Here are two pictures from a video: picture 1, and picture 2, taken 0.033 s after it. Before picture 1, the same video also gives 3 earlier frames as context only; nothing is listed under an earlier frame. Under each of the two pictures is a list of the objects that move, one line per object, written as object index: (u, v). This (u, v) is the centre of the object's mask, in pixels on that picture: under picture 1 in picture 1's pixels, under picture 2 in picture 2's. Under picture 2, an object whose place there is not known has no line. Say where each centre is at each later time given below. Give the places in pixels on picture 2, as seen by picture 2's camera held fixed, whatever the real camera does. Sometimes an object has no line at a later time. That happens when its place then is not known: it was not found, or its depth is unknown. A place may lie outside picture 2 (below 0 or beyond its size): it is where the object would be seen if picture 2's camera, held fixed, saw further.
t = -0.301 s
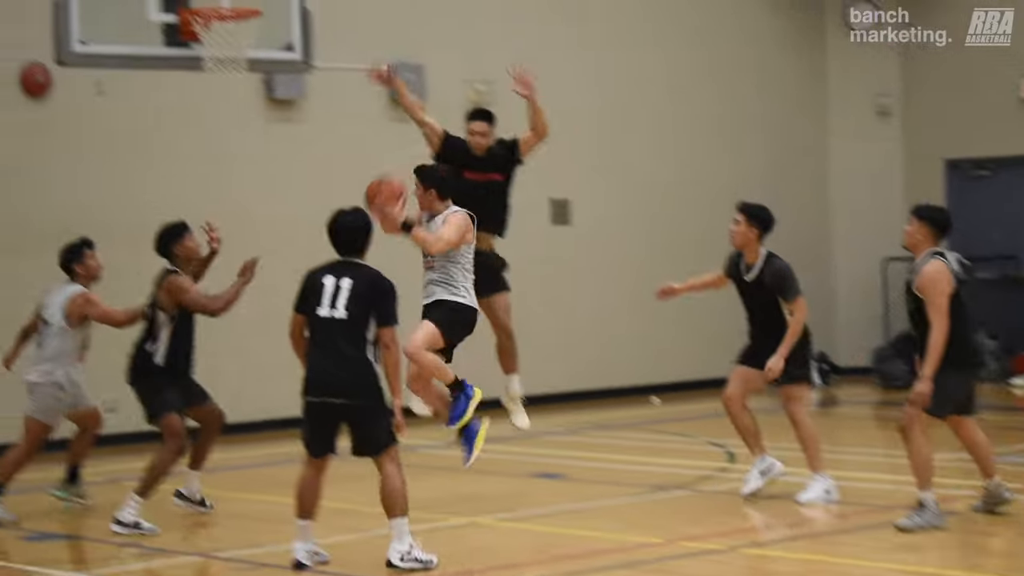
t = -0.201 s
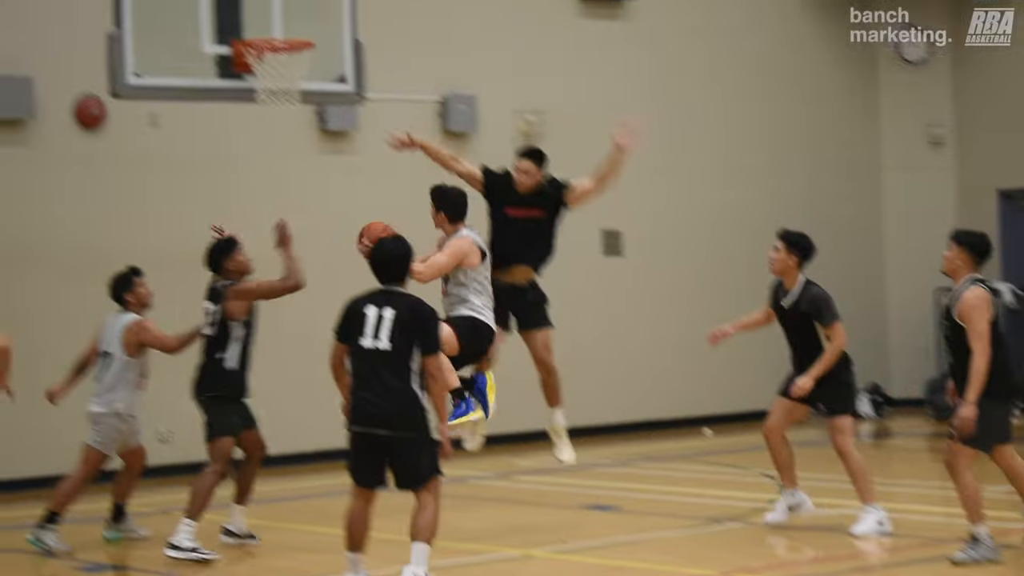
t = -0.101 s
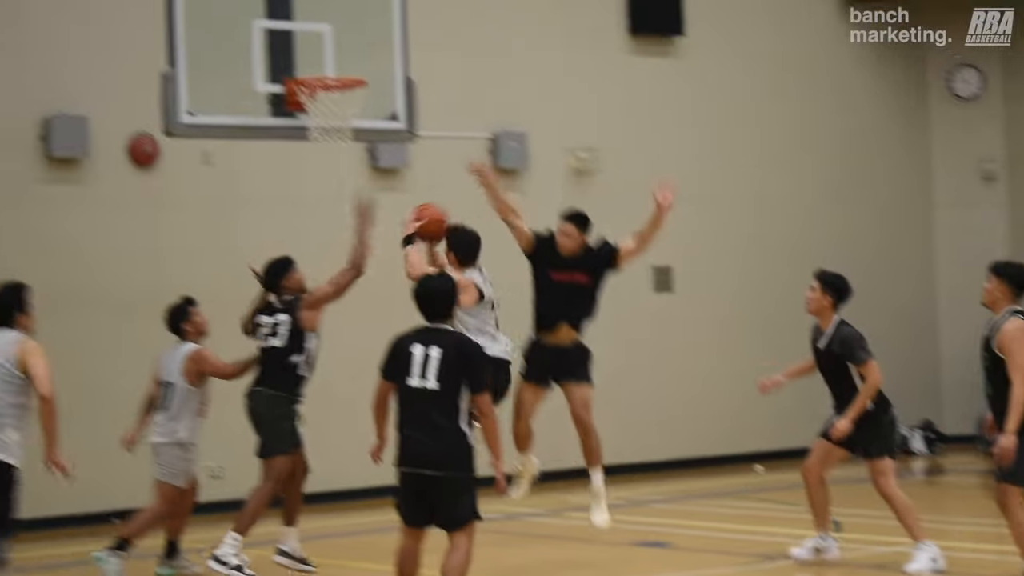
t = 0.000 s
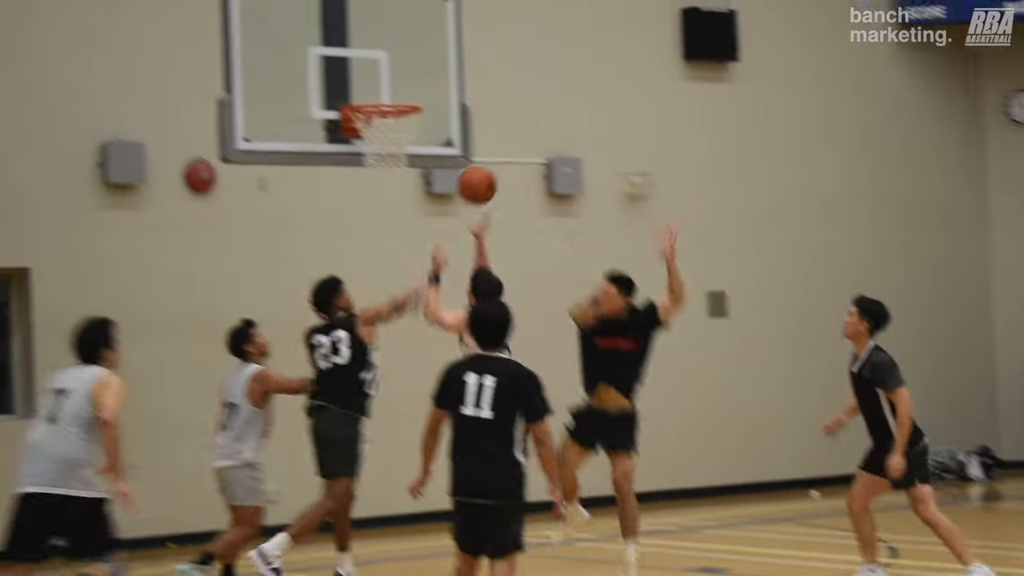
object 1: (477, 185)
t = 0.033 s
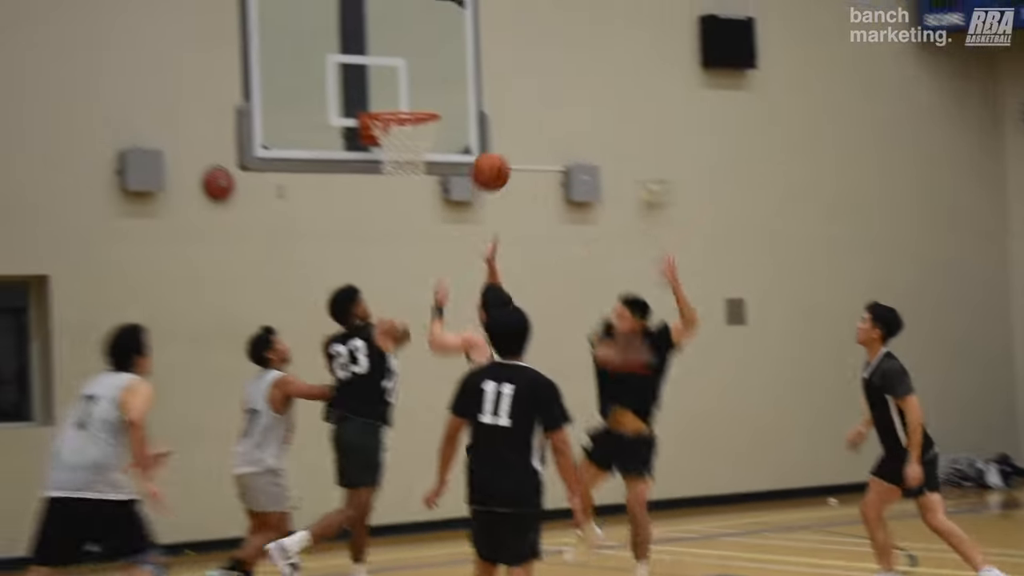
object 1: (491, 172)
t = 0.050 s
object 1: (488, 162)
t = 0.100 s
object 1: (481, 135)
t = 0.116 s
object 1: (479, 127)
